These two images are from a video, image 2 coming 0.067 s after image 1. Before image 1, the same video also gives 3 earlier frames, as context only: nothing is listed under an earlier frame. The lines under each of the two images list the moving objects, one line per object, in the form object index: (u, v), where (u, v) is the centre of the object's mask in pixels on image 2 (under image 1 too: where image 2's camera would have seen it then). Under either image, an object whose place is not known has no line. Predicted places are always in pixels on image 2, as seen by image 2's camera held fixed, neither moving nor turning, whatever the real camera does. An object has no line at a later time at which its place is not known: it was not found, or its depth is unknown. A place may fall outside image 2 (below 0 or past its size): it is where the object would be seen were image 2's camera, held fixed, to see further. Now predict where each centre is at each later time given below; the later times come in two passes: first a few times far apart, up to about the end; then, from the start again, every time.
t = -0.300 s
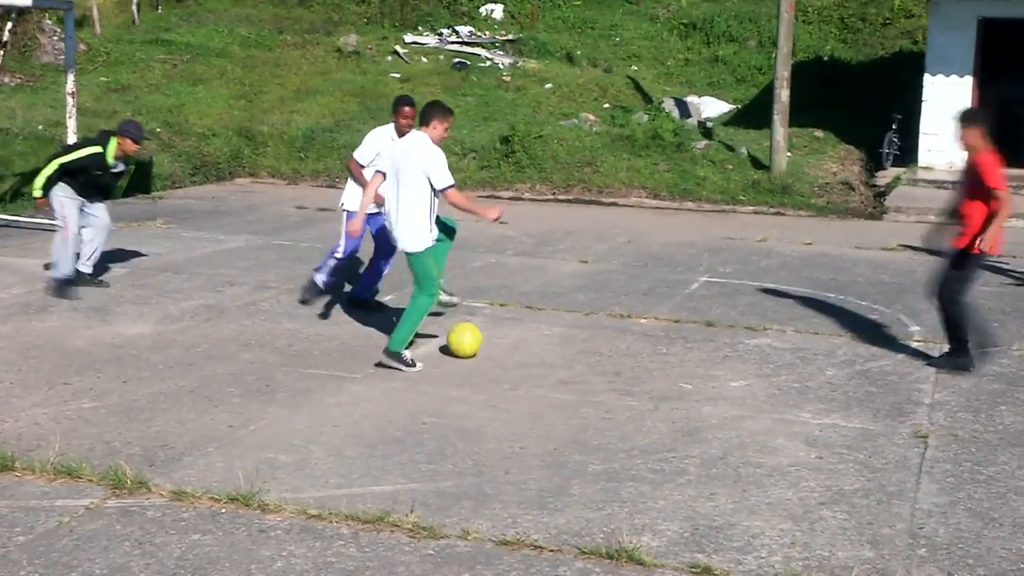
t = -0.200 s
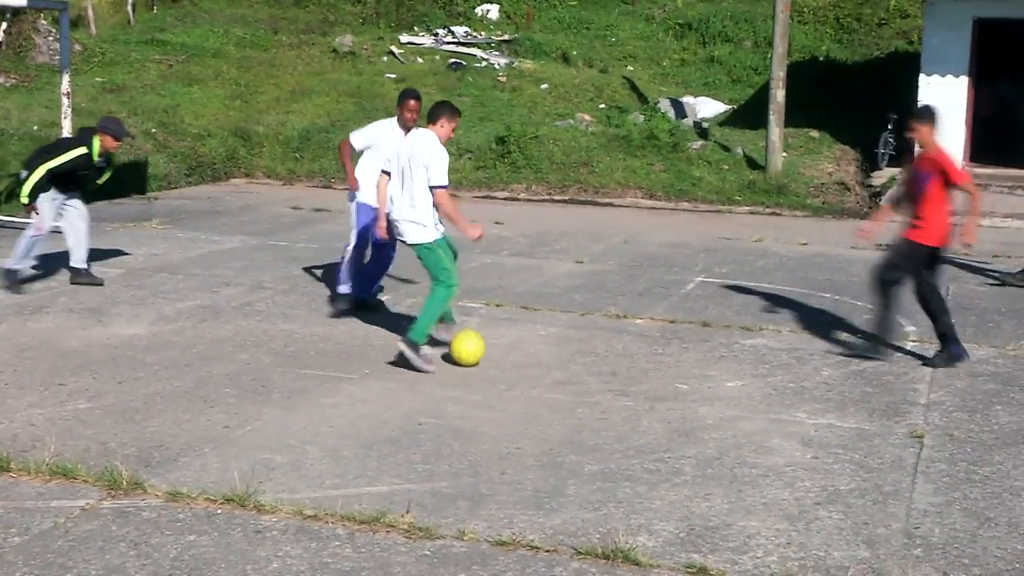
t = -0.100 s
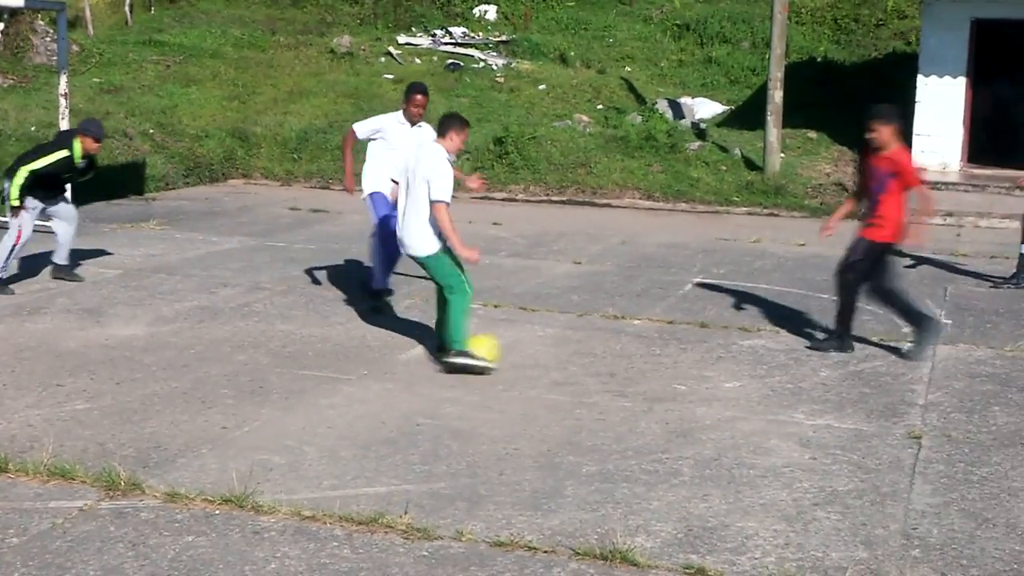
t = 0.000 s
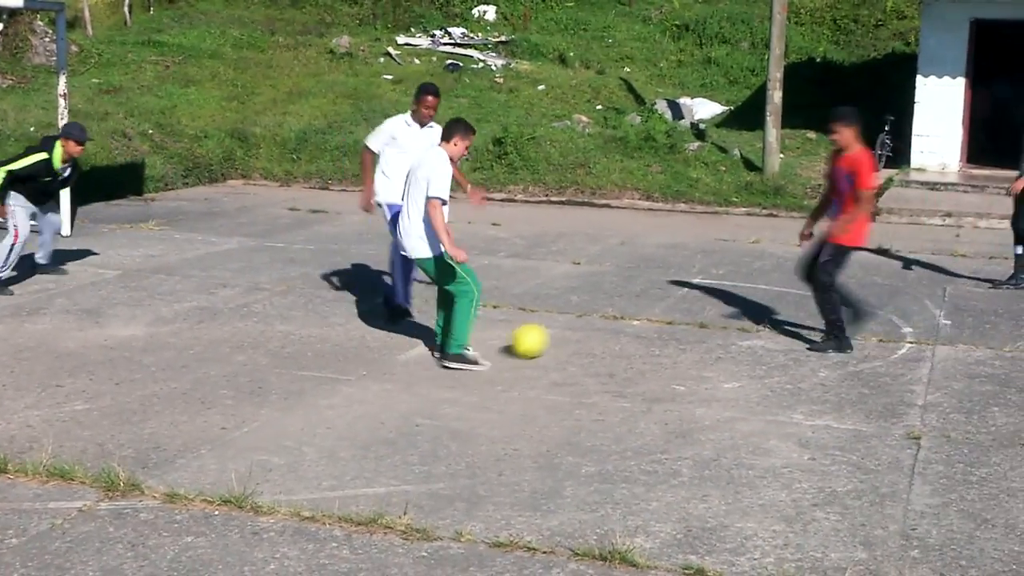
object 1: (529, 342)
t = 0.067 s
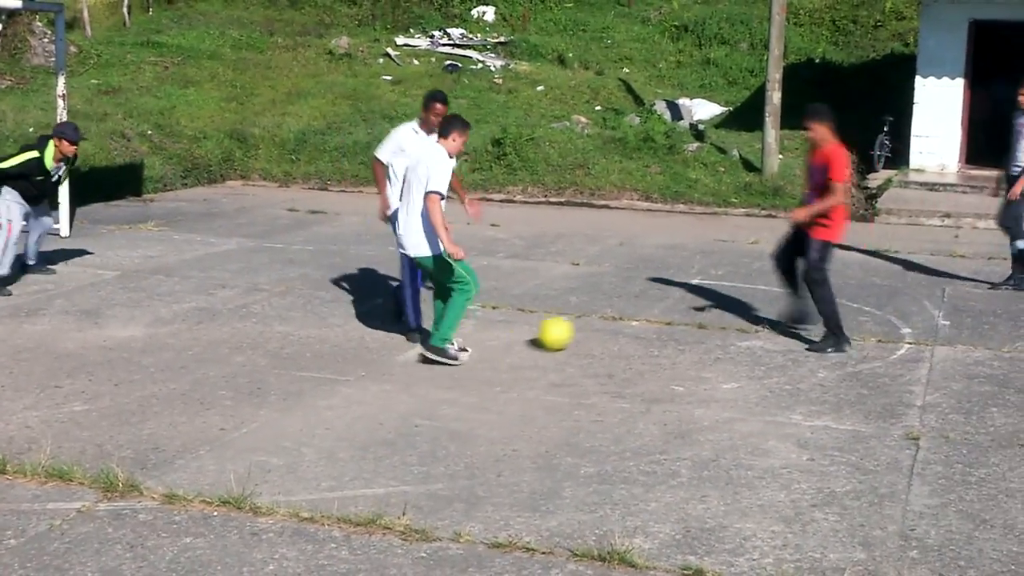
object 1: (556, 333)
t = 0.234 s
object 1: (606, 319)
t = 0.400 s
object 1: (645, 309)
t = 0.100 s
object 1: (569, 330)
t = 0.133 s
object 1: (579, 326)
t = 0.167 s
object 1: (589, 324)
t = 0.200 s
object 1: (598, 322)
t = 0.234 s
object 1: (606, 319)
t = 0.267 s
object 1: (614, 316)
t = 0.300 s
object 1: (622, 314)
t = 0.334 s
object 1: (630, 313)
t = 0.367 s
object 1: (638, 311)
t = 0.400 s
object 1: (645, 309)
